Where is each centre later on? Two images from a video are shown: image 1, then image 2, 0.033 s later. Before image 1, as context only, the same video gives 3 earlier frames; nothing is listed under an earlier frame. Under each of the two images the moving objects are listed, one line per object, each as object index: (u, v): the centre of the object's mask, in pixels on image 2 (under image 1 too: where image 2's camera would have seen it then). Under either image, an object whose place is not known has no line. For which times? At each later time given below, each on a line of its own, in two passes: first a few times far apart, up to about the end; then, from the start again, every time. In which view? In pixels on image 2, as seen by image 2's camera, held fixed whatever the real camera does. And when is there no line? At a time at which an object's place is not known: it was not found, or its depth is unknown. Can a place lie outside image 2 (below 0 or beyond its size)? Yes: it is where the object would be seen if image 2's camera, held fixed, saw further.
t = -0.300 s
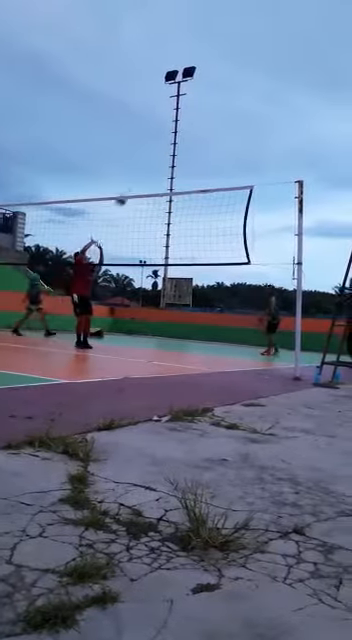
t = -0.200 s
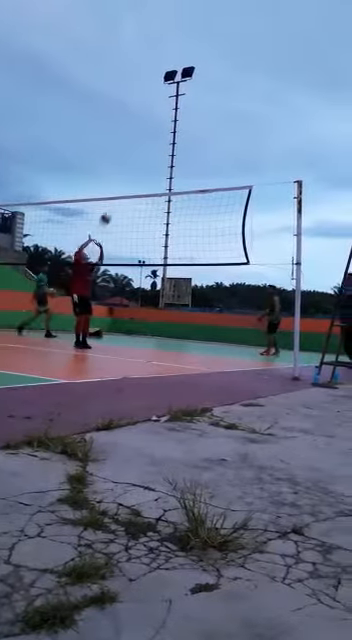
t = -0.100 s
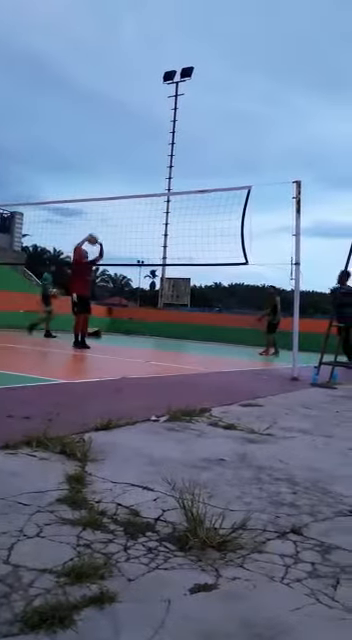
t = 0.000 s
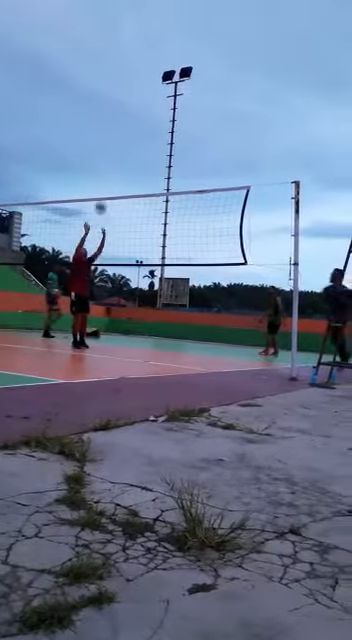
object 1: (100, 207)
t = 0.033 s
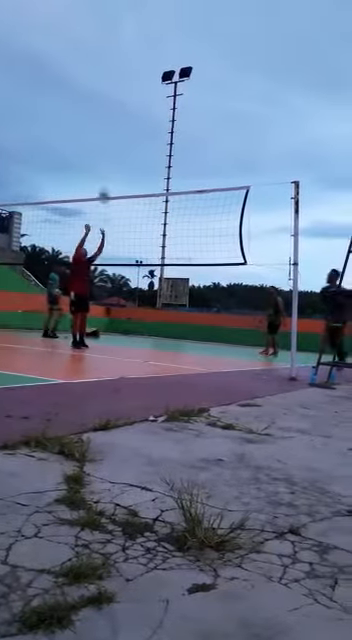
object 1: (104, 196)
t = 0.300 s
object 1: (136, 128)
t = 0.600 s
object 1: (172, 97)
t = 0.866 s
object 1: (204, 116)
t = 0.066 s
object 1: (108, 185)
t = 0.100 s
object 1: (112, 175)
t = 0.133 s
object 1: (116, 166)
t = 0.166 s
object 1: (120, 157)
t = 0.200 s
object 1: (124, 149)
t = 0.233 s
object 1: (128, 142)
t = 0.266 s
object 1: (132, 135)
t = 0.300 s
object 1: (136, 128)
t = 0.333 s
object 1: (140, 121)
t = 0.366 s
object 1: (144, 116)
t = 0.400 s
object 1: (148, 112)
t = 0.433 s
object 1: (152, 107)
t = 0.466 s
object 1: (156, 104)
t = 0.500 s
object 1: (160, 101)
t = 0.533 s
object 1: (164, 99)
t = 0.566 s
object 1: (168, 97)
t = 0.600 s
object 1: (172, 97)
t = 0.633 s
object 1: (176, 96)
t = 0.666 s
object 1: (180, 97)
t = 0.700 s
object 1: (184, 99)
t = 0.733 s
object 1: (188, 100)
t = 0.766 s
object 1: (192, 103)
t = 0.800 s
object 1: (196, 107)
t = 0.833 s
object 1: (199, 111)
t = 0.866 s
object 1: (204, 116)
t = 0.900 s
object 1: (208, 122)
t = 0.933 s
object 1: (211, 129)
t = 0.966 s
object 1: (215, 136)
